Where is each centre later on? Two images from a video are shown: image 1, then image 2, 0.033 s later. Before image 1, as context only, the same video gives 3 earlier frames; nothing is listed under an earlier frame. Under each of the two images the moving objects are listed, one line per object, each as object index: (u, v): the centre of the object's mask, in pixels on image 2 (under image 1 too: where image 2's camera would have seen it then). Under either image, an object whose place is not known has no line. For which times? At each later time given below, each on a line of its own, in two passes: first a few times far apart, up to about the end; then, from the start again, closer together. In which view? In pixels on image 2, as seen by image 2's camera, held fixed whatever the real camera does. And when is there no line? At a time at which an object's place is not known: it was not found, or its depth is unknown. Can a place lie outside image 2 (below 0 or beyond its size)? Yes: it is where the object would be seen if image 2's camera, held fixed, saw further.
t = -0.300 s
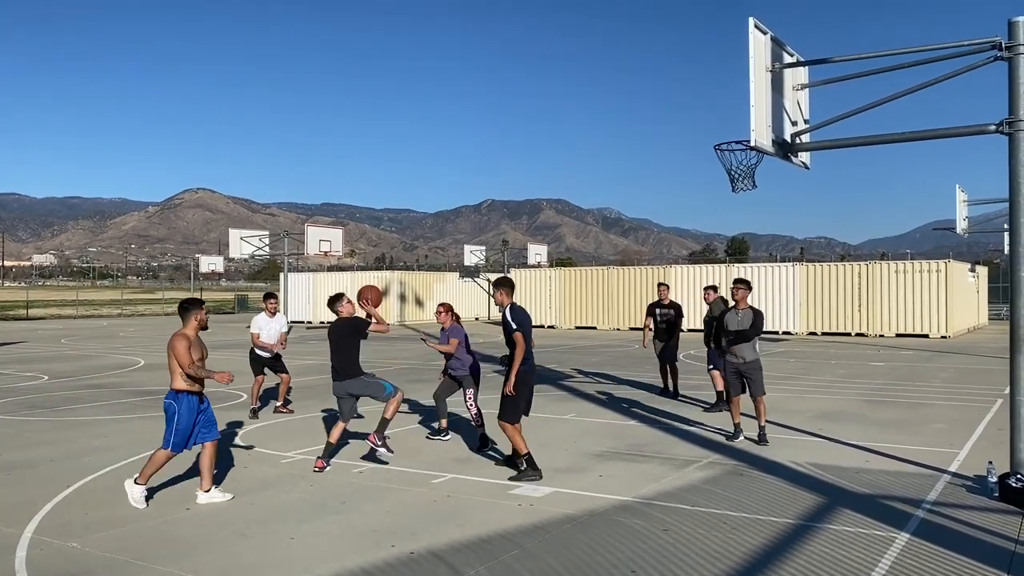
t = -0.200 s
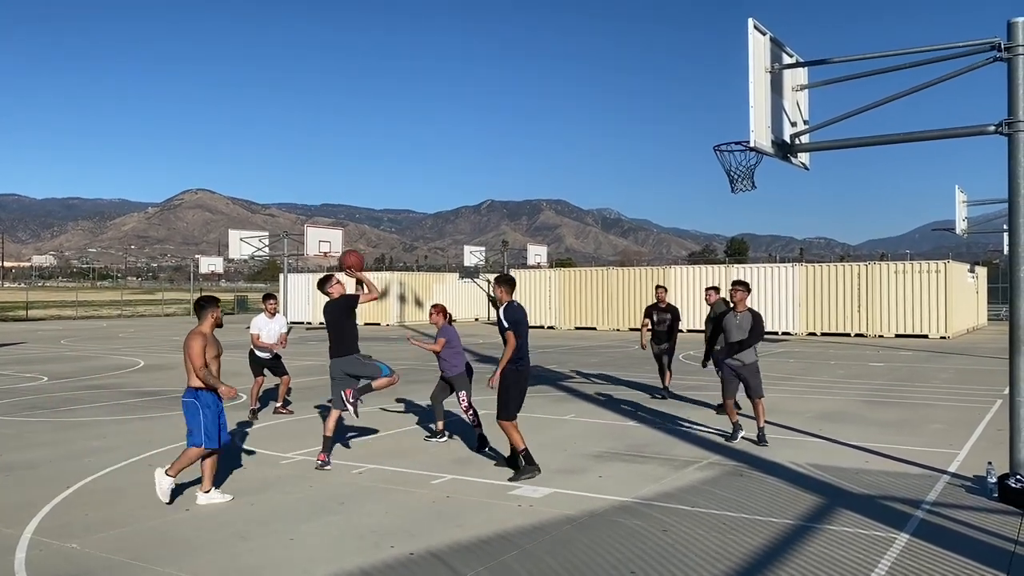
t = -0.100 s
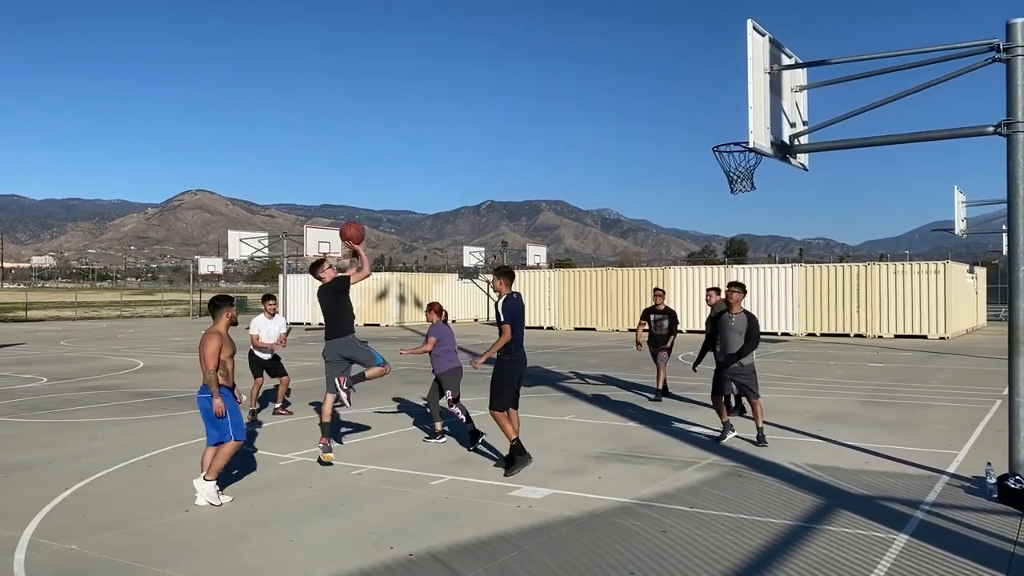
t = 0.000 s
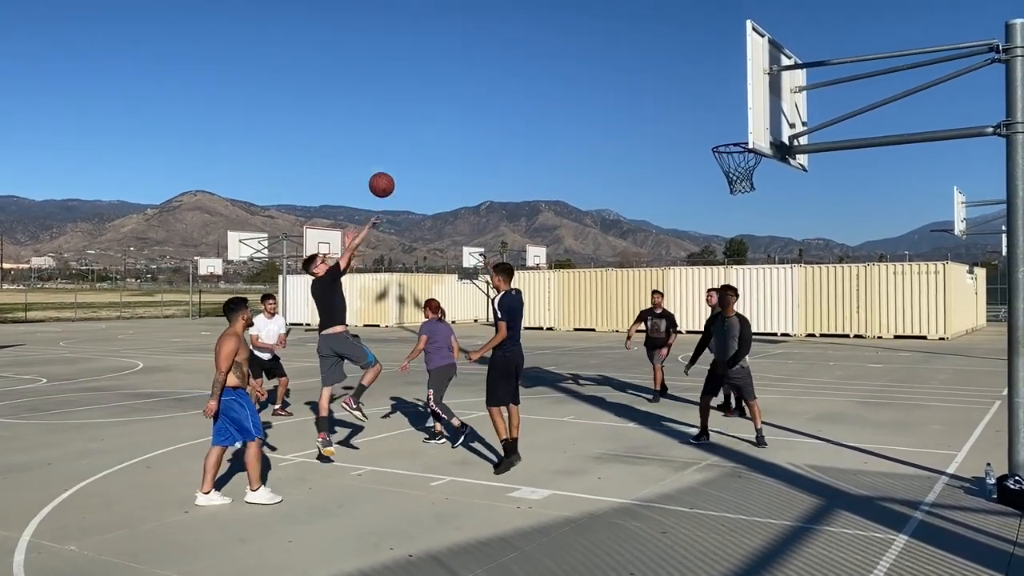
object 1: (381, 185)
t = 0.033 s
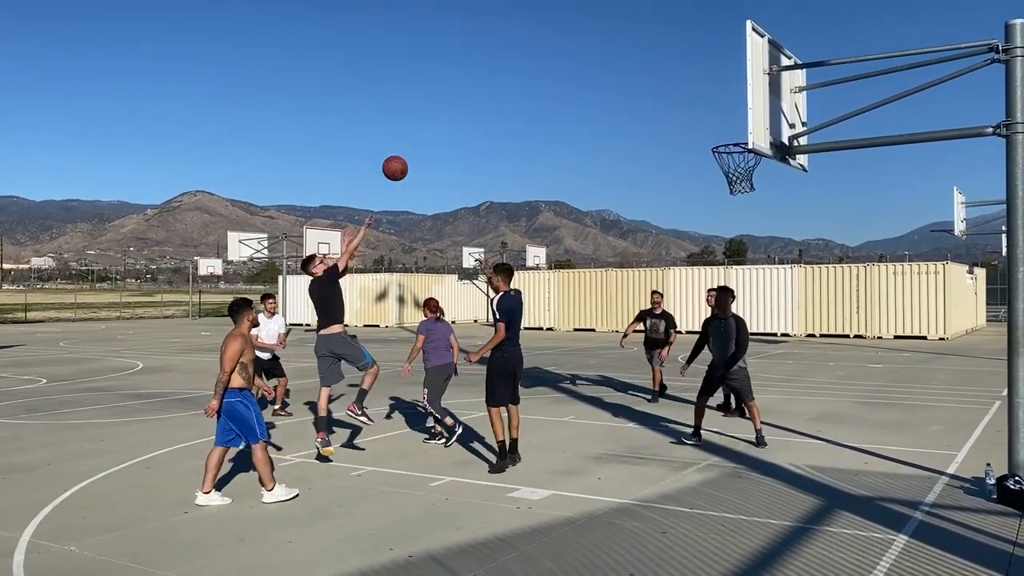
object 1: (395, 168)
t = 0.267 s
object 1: (489, 83)
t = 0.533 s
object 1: (594, 55)
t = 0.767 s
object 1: (685, 90)
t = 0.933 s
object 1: (741, 138)
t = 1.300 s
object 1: (812, 137)
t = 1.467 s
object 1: (824, 170)
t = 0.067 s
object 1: (408, 152)
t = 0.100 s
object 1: (422, 138)
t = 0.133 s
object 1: (435, 125)
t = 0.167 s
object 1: (449, 112)
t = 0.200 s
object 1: (462, 101)
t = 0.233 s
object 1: (476, 91)
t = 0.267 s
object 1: (489, 83)
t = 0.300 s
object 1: (502, 75)
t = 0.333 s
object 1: (516, 69)
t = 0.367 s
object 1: (529, 64)
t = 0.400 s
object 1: (542, 60)
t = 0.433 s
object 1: (555, 57)
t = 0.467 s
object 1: (568, 55)
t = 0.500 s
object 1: (581, 55)
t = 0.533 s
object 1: (594, 55)
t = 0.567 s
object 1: (607, 57)
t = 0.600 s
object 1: (621, 60)
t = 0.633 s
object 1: (634, 64)
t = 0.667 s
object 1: (647, 68)
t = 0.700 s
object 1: (660, 75)
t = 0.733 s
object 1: (673, 81)
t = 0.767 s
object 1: (685, 90)
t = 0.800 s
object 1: (698, 99)
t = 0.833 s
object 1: (711, 109)
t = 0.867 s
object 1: (724, 121)
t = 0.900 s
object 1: (736, 133)
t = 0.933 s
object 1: (741, 138)
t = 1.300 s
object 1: (812, 137)
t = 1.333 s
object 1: (814, 138)
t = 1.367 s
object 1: (815, 139)
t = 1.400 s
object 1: (818, 158)
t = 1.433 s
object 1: (820, 162)
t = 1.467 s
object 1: (824, 170)
